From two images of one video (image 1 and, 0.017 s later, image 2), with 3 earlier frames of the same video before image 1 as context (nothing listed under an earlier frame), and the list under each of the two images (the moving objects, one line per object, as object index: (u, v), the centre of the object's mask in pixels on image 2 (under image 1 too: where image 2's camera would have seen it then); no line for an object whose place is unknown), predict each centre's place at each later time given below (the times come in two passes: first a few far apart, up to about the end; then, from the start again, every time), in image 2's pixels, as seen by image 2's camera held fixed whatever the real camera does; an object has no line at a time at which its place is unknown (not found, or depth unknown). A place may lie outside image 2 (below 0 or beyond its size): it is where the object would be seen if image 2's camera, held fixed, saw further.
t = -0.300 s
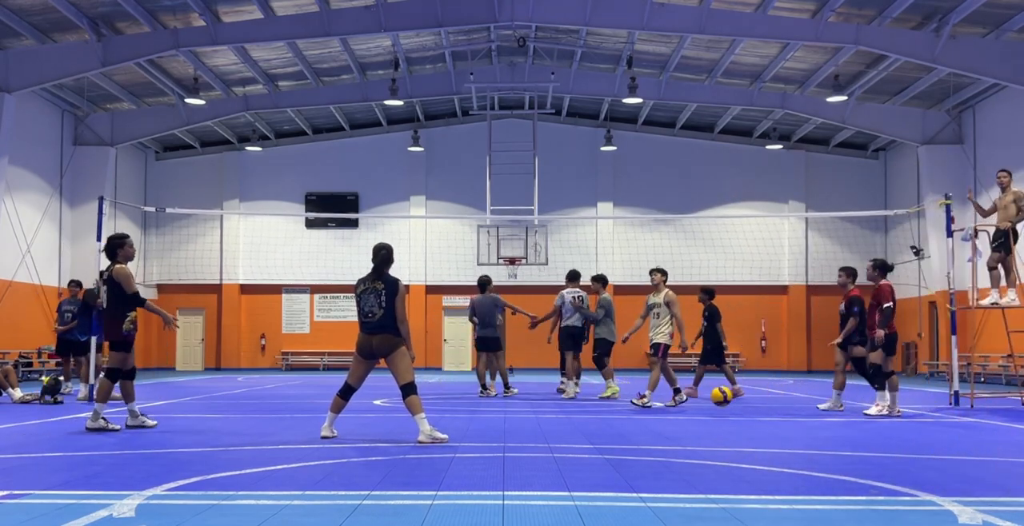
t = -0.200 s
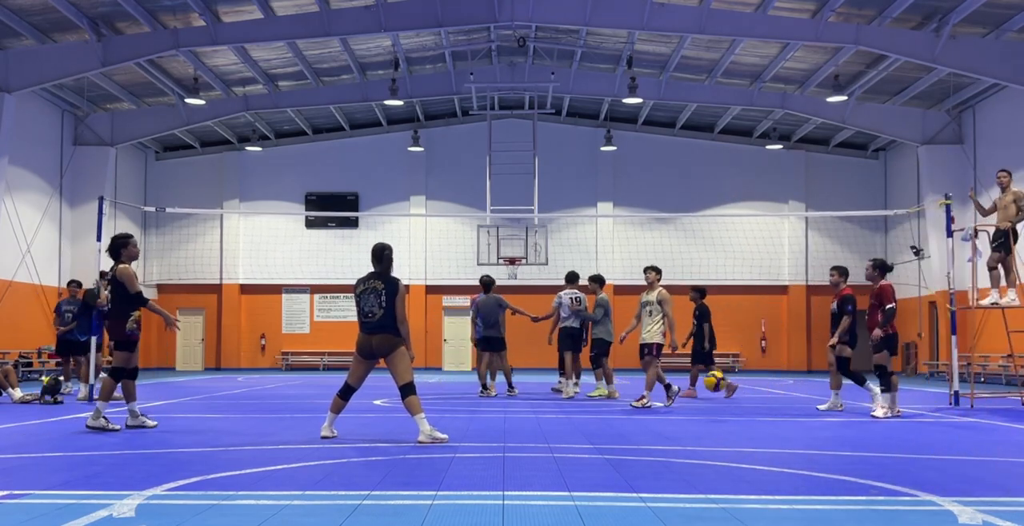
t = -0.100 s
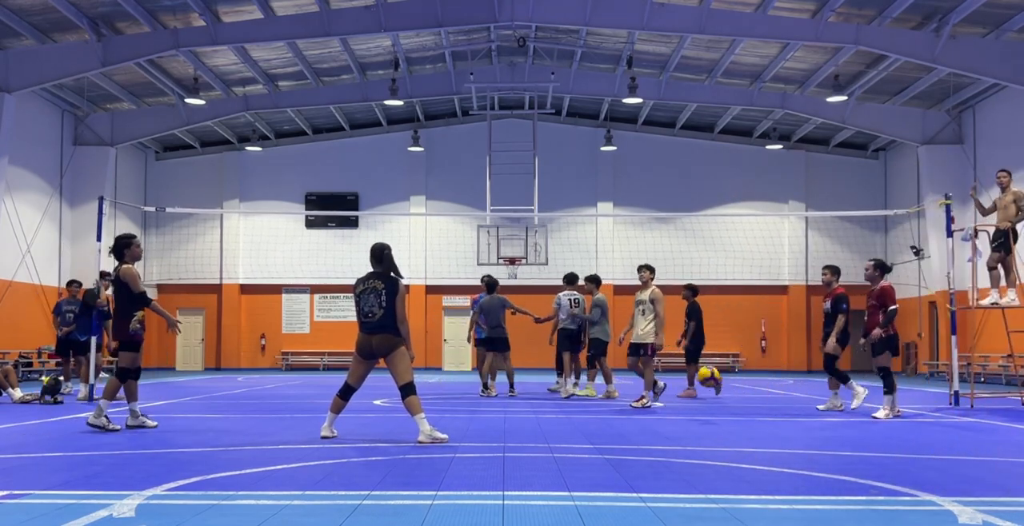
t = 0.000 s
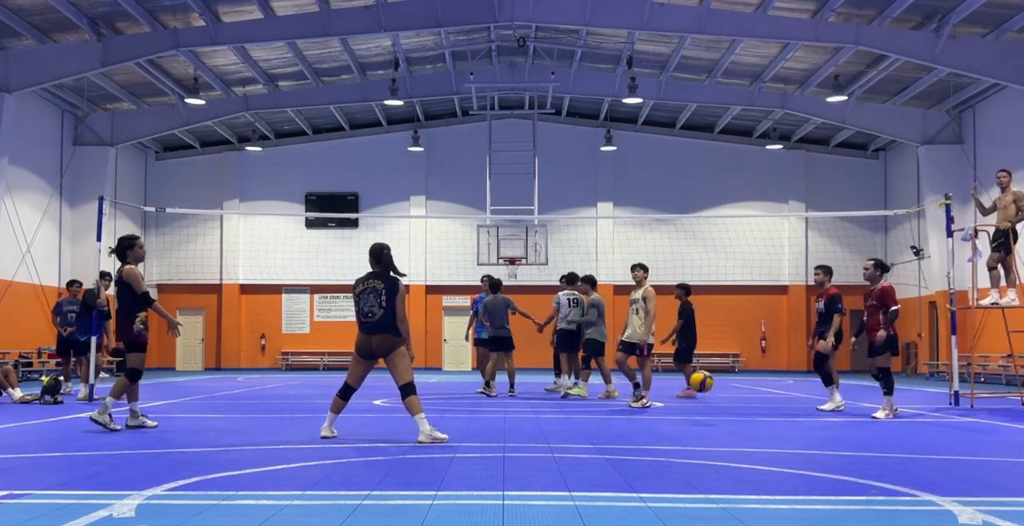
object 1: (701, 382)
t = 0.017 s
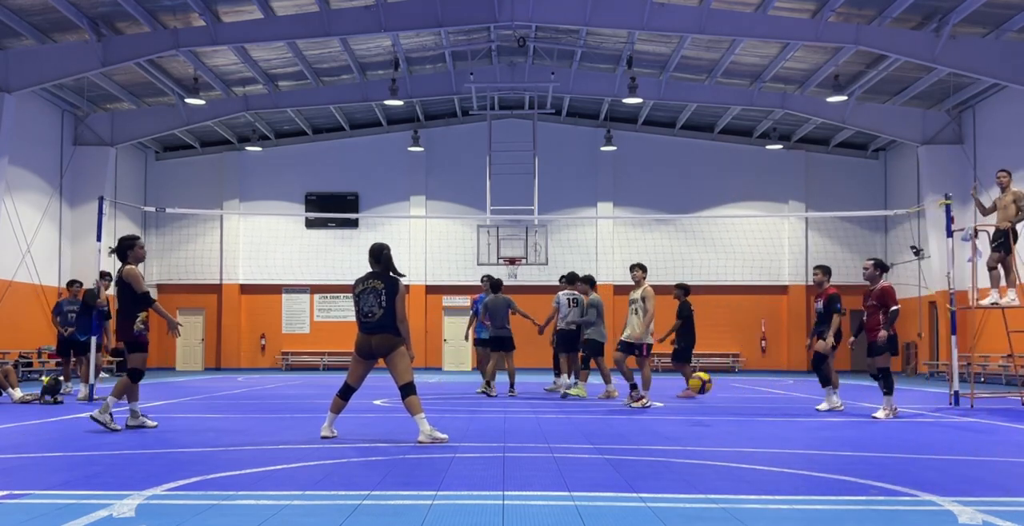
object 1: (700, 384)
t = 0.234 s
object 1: (684, 401)
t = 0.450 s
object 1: (665, 389)
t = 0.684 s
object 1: (642, 411)
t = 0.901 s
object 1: (618, 399)
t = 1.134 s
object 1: (589, 419)
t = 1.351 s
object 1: (558, 422)
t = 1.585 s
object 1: (520, 425)
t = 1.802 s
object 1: (478, 450)
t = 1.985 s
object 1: (437, 447)
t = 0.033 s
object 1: (699, 386)
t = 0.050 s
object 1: (699, 387)
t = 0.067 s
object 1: (697, 391)
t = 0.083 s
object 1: (696, 394)
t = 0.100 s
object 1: (694, 398)
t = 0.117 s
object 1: (693, 401)
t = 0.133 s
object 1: (692, 405)
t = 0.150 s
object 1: (691, 410)
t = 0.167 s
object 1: (689, 414)
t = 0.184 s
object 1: (688, 411)
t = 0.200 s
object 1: (687, 408)
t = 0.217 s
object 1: (685, 405)
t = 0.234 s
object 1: (684, 401)
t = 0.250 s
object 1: (682, 399)
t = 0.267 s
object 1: (681, 396)
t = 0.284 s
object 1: (679, 395)
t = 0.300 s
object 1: (678, 392)
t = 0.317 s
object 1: (677, 391)
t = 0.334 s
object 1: (676, 389)
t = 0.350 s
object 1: (674, 388)
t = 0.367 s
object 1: (673, 388)
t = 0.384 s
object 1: (671, 388)
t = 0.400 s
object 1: (669, 387)
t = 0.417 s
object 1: (668, 388)
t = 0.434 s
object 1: (666, 389)
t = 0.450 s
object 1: (665, 389)
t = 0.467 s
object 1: (663, 391)
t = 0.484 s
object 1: (661, 392)
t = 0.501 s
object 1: (661, 395)
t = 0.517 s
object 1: (658, 397)
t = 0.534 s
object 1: (657, 400)
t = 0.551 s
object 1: (655, 403)
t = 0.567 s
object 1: (654, 406)
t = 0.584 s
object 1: (652, 410)
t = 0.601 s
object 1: (651, 414)
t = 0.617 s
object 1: (649, 419)
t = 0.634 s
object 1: (647, 422)
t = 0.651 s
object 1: (646, 419)
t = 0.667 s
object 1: (644, 415)
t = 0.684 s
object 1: (642, 411)
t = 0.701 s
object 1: (640, 408)
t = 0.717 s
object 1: (639, 406)
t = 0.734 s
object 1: (637, 404)
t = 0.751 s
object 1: (635, 402)
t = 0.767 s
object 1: (633, 400)
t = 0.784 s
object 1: (631, 399)
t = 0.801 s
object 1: (629, 398)
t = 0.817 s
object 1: (628, 397)
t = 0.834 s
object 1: (626, 397)
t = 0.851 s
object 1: (624, 397)
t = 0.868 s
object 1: (621, 397)
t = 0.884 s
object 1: (619, 398)
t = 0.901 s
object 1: (618, 399)
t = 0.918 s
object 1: (616, 401)
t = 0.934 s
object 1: (614, 403)
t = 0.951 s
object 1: (612, 405)
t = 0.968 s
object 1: (610, 409)
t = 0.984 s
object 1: (608, 412)
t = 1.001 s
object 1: (606, 415)
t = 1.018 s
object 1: (604, 420)
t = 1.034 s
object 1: (602, 424)
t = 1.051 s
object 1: (600, 429)
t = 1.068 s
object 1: (598, 432)
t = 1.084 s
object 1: (596, 428)
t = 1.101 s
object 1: (593, 425)
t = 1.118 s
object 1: (591, 422)
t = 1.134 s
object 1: (589, 419)
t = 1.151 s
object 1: (587, 417)
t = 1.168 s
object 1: (584, 415)
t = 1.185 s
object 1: (582, 413)
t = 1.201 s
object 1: (580, 412)
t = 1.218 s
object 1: (578, 412)
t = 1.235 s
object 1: (575, 412)
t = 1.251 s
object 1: (573, 412)
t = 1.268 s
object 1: (570, 412)
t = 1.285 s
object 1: (568, 413)
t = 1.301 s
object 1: (566, 415)
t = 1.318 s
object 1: (563, 417)
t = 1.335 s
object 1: (560, 419)
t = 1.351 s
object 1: (558, 422)
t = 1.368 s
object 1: (555, 425)
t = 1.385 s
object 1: (553, 429)
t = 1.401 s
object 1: (550, 433)
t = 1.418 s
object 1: (548, 438)
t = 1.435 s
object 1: (545, 443)
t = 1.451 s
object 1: (542, 440)
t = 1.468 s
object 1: (539, 436)
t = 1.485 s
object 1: (537, 434)
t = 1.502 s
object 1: (534, 431)
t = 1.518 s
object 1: (531, 429)
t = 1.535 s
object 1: (528, 427)
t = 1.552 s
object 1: (526, 426)
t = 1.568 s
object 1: (523, 425)
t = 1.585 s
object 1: (520, 425)
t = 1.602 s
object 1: (517, 425)
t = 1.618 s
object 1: (514, 426)
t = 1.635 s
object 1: (511, 427)
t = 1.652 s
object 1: (508, 428)
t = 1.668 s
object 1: (505, 430)
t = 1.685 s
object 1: (502, 433)
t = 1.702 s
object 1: (498, 436)
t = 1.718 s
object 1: (495, 440)
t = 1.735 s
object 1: (492, 444)
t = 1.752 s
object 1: (488, 449)
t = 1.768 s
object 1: (485, 455)
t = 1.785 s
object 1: (482, 453)
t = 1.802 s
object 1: (478, 450)
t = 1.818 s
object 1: (475, 447)
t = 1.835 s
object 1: (471, 445)
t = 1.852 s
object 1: (467, 443)
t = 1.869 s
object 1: (464, 441)
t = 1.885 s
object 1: (460, 441)
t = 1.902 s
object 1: (457, 440)
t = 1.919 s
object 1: (452, 441)
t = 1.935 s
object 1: (449, 441)
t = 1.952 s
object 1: (445, 443)
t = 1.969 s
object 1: (441, 445)
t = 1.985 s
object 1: (437, 447)
